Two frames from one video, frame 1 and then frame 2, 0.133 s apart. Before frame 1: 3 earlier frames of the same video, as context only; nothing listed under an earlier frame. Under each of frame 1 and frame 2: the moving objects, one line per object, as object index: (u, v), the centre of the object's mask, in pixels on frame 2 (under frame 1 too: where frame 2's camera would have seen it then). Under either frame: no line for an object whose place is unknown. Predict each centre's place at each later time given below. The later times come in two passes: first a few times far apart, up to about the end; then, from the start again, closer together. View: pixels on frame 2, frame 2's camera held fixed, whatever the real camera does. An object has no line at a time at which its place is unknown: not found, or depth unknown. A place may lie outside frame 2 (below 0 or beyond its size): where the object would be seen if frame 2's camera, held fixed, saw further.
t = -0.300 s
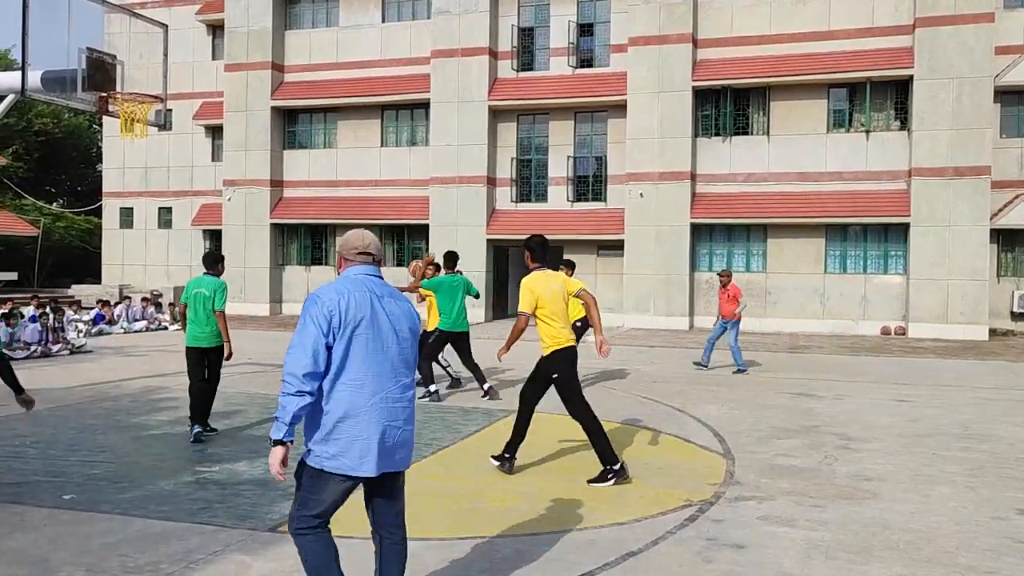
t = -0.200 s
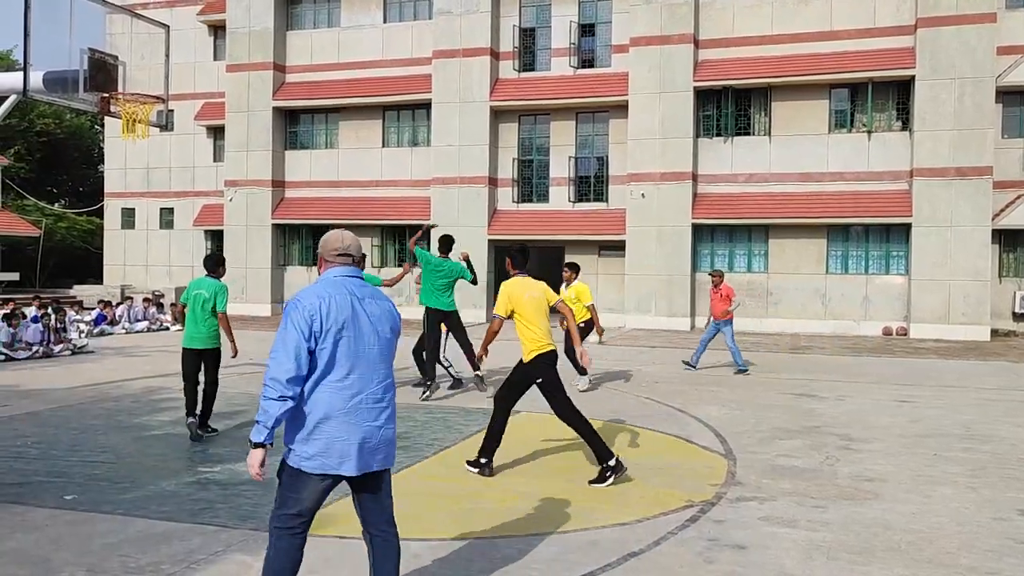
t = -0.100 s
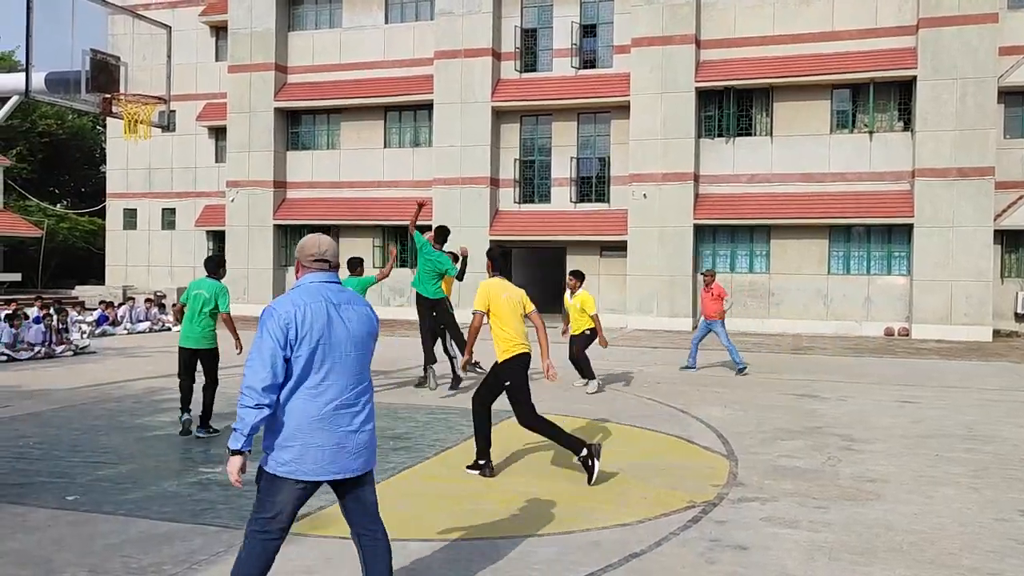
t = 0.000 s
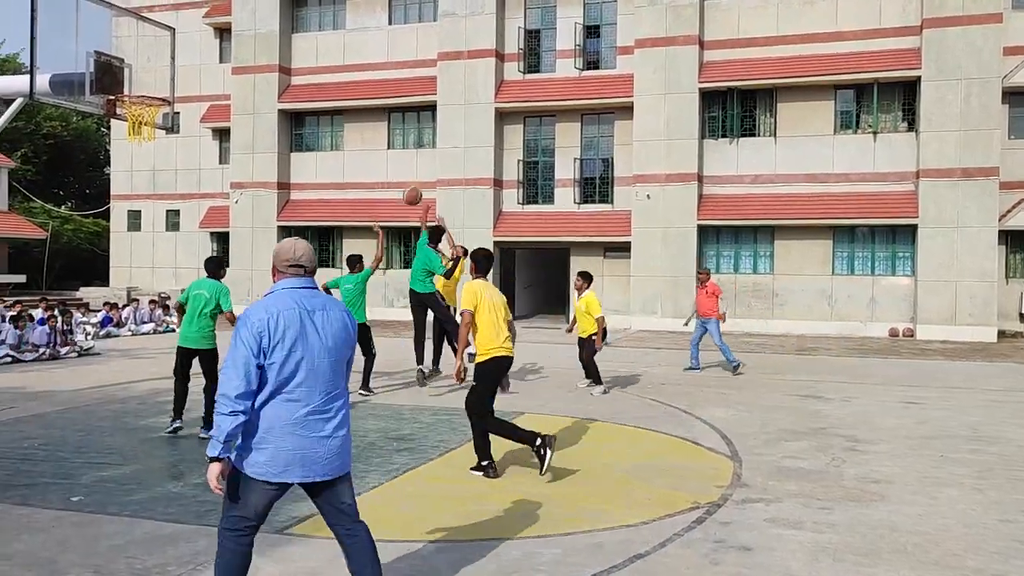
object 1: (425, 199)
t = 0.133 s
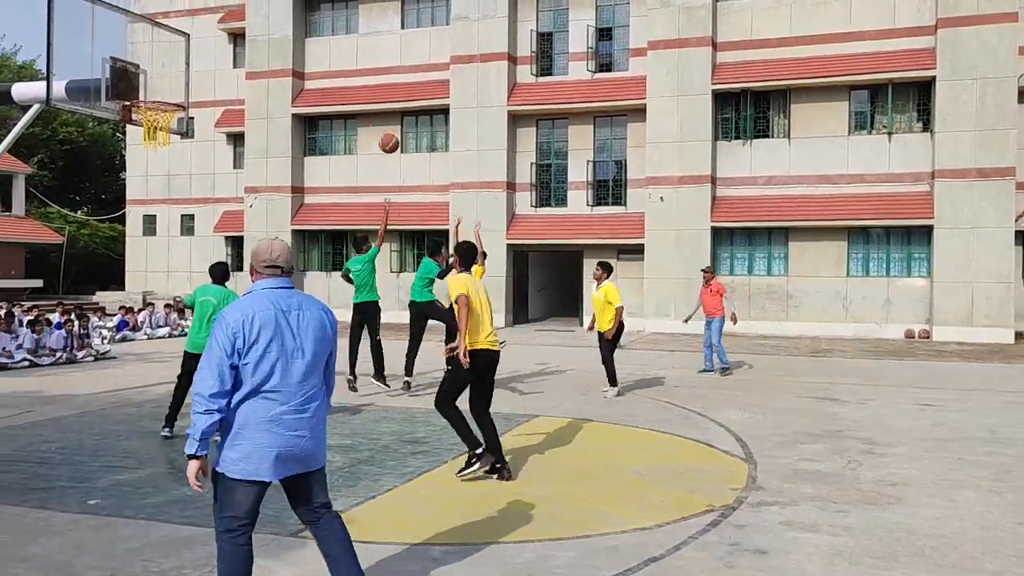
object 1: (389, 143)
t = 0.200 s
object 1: (370, 119)
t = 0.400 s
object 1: (309, 63)
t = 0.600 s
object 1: (240, 38)
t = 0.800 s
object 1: (161, 50)
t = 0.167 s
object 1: (379, 130)
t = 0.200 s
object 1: (370, 119)
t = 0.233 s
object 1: (360, 107)
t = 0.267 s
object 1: (351, 98)
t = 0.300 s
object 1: (341, 88)
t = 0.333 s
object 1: (330, 78)
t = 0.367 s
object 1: (319, 70)
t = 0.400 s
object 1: (309, 63)
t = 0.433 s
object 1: (298, 56)
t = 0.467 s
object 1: (287, 51)
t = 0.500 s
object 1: (276, 46)
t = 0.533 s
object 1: (264, 42)
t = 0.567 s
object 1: (252, 39)
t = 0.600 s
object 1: (240, 38)
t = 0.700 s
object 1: (202, 38)
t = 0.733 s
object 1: (188, 41)
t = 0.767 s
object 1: (175, 45)
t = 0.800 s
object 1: (161, 50)
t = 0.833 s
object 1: (146, 56)
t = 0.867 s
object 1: (132, 63)
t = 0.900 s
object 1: (118, 72)
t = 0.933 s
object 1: (115, 76)
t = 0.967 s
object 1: (112, 85)
